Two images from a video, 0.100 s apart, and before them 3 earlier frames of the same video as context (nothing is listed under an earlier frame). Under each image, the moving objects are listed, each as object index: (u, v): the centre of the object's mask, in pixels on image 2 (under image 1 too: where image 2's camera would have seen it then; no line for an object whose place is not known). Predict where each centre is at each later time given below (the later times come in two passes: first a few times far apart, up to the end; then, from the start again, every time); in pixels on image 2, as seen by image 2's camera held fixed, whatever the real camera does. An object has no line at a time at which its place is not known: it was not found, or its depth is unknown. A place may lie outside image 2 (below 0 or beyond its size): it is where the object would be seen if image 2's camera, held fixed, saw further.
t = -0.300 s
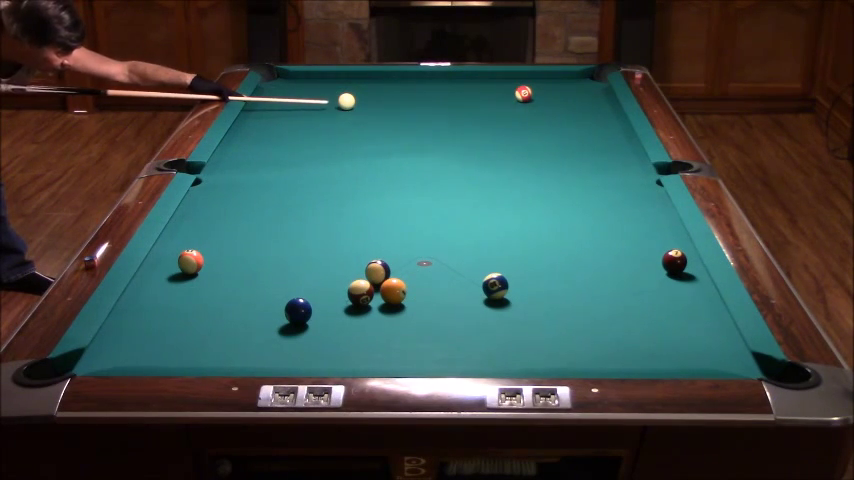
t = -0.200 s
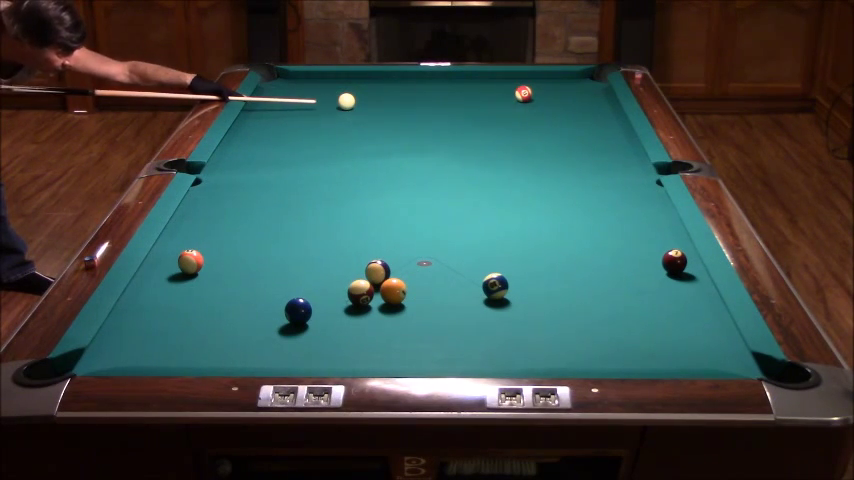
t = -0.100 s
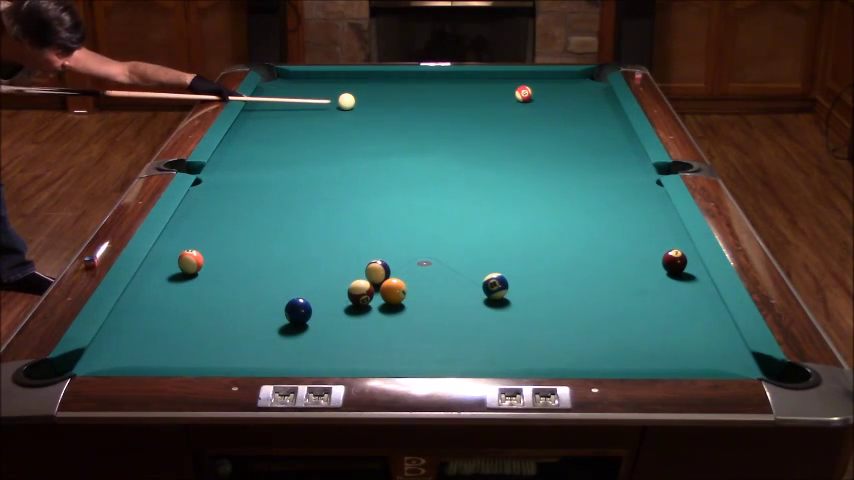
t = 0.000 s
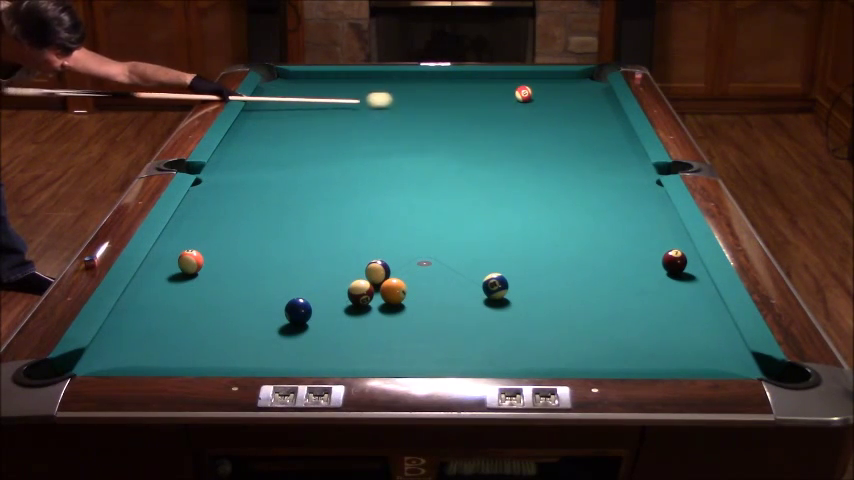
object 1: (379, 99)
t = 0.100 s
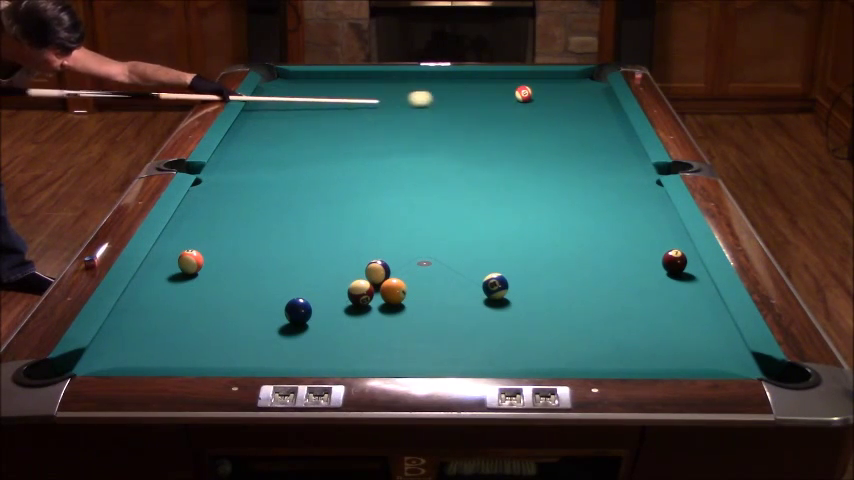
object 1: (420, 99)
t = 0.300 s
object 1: (486, 97)
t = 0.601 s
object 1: (550, 102)
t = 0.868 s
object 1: (599, 108)
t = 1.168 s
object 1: (597, 113)
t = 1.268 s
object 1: (590, 115)
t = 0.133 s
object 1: (432, 98)
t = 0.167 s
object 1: (443, 98)
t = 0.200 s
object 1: (454, 98)
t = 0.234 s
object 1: (465, 97)
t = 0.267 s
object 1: (476, 97)
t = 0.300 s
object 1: (486, 97)
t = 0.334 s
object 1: (497, 97)
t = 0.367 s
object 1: (508, 96)
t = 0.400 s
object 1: (514, 97)
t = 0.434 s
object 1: (520, 98)
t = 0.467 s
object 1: (525, 99)
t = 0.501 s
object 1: (532, 99)
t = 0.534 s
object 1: (538, 100)
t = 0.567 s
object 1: (544, 101)
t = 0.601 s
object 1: (550, 102)
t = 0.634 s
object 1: (556, 102)
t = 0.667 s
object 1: (563, 103)
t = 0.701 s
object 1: (569, 104)
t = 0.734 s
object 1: (574, 105)
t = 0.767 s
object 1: (581, 105)
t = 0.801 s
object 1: (587, 106)
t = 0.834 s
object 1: (593, 107)
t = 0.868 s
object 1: (599, 108)
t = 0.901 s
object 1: (605, 108)
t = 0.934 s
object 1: (611, 109)
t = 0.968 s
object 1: (614, 110)
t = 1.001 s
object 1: (610, 110)
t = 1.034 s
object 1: (607, 111)
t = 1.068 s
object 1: (605, 112)
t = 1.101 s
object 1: (602, 112)
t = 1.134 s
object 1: (600, 113)
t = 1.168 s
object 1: (597, 113)
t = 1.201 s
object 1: (595, 114)
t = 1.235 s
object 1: (592, 114)
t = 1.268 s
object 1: (590, 115)
